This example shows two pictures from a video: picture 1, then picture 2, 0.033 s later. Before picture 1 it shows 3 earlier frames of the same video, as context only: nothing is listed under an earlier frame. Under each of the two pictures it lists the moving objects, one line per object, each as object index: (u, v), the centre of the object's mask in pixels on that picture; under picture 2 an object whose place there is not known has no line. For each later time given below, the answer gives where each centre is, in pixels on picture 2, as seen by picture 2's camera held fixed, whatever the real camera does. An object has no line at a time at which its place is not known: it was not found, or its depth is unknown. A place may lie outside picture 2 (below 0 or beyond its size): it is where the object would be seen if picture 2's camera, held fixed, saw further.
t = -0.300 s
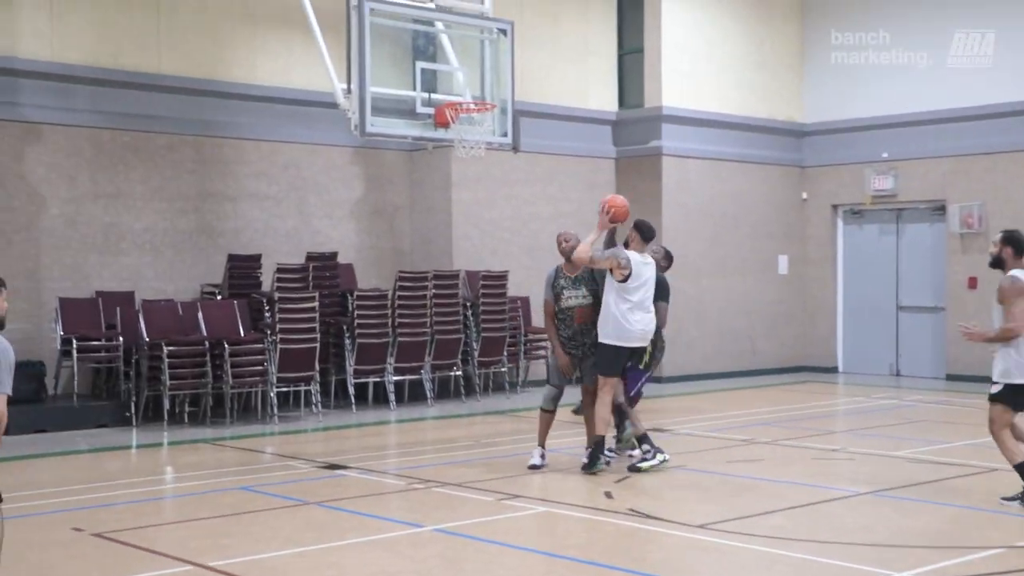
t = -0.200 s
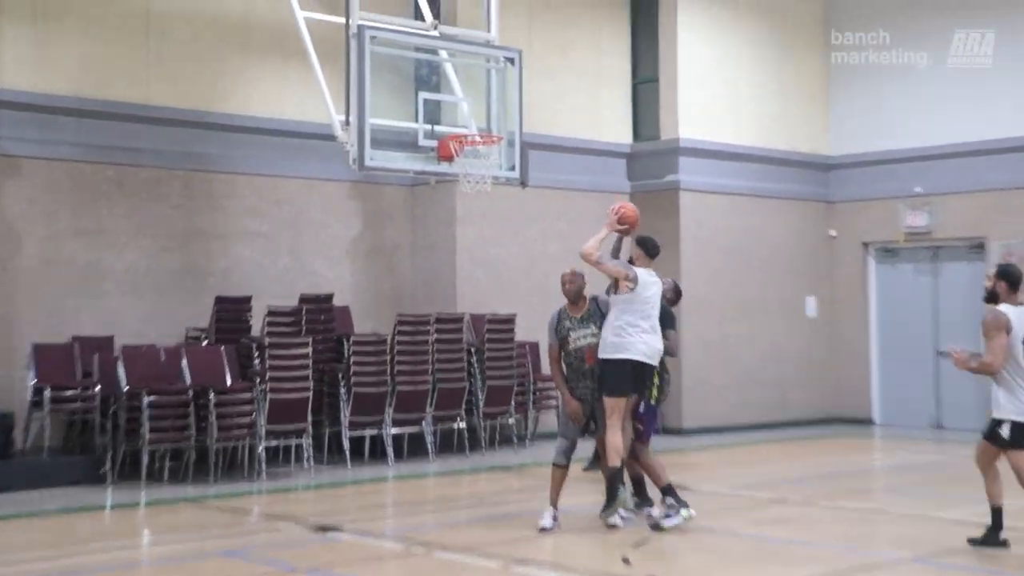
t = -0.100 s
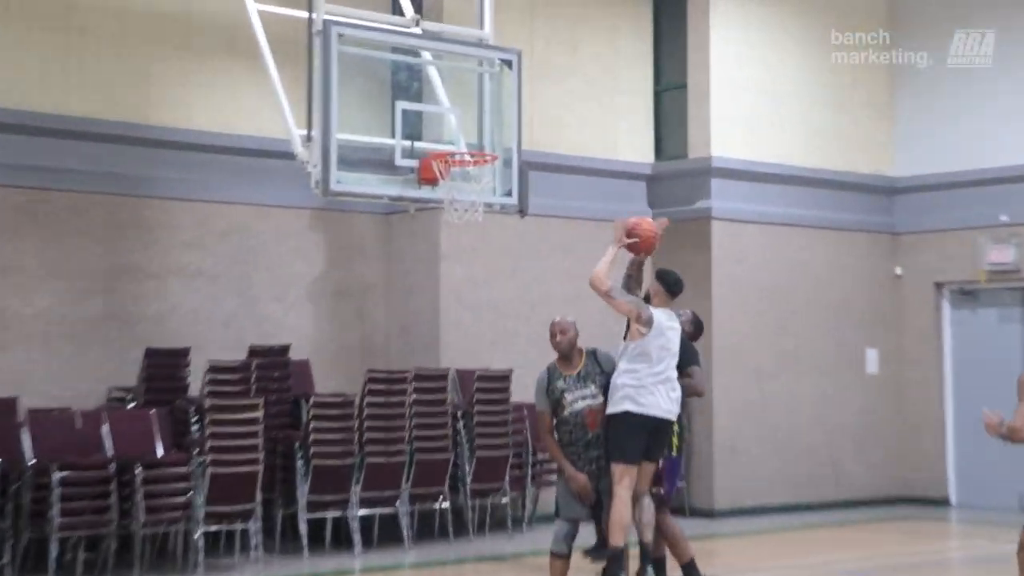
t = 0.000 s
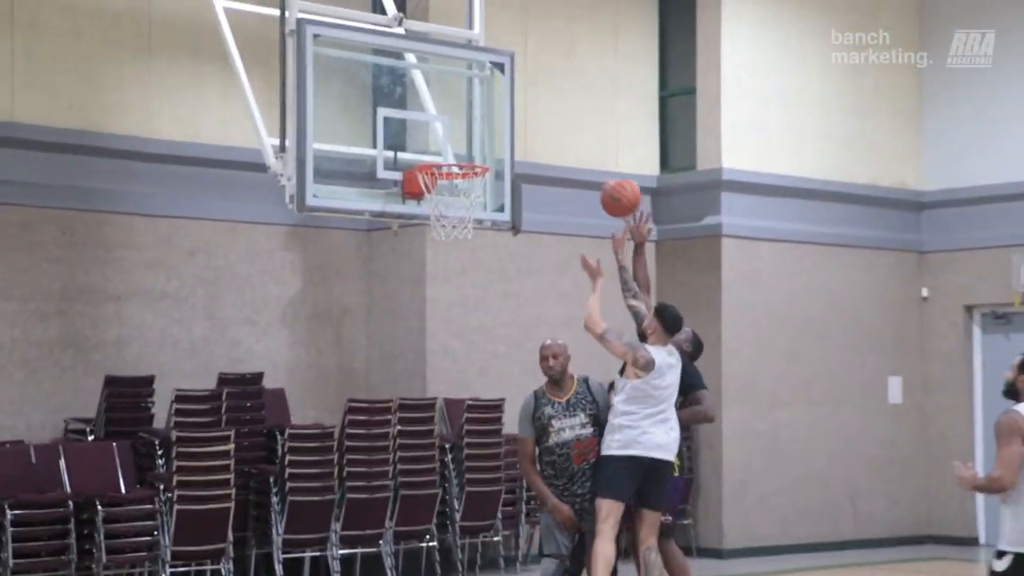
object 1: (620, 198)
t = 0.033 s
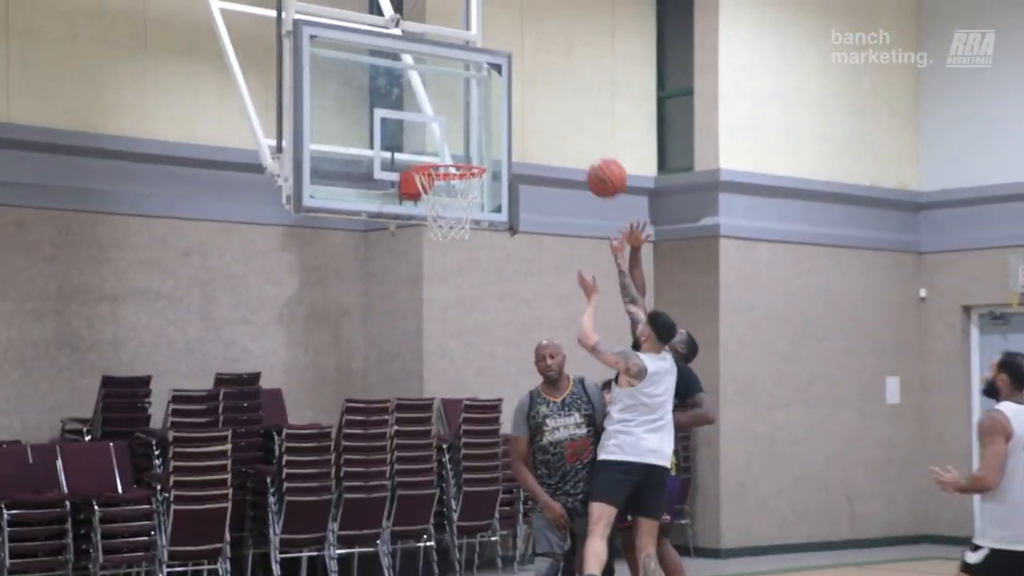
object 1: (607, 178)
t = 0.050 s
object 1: (601, 169)
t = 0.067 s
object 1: (596, 160)
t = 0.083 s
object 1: (591, 152)
